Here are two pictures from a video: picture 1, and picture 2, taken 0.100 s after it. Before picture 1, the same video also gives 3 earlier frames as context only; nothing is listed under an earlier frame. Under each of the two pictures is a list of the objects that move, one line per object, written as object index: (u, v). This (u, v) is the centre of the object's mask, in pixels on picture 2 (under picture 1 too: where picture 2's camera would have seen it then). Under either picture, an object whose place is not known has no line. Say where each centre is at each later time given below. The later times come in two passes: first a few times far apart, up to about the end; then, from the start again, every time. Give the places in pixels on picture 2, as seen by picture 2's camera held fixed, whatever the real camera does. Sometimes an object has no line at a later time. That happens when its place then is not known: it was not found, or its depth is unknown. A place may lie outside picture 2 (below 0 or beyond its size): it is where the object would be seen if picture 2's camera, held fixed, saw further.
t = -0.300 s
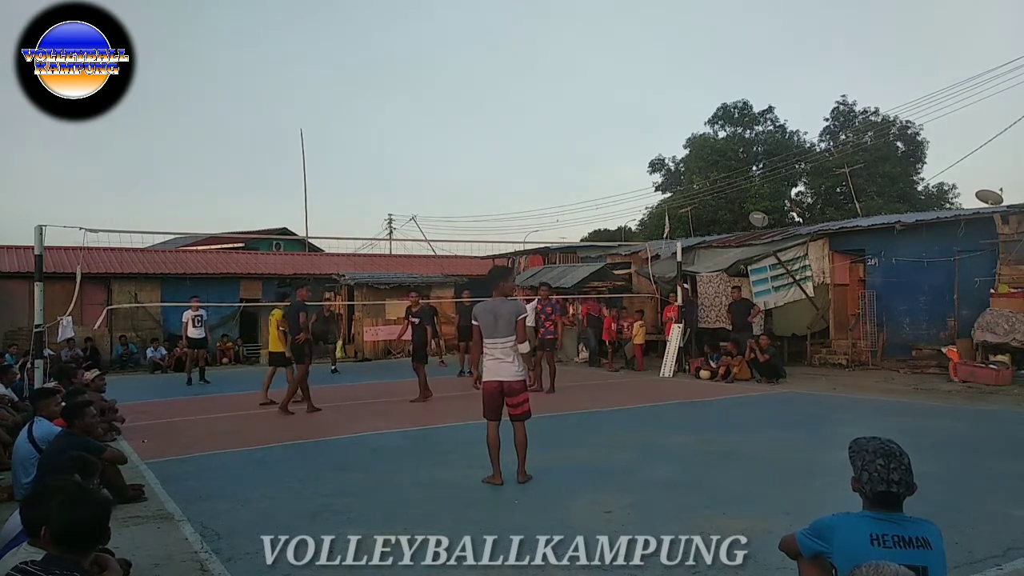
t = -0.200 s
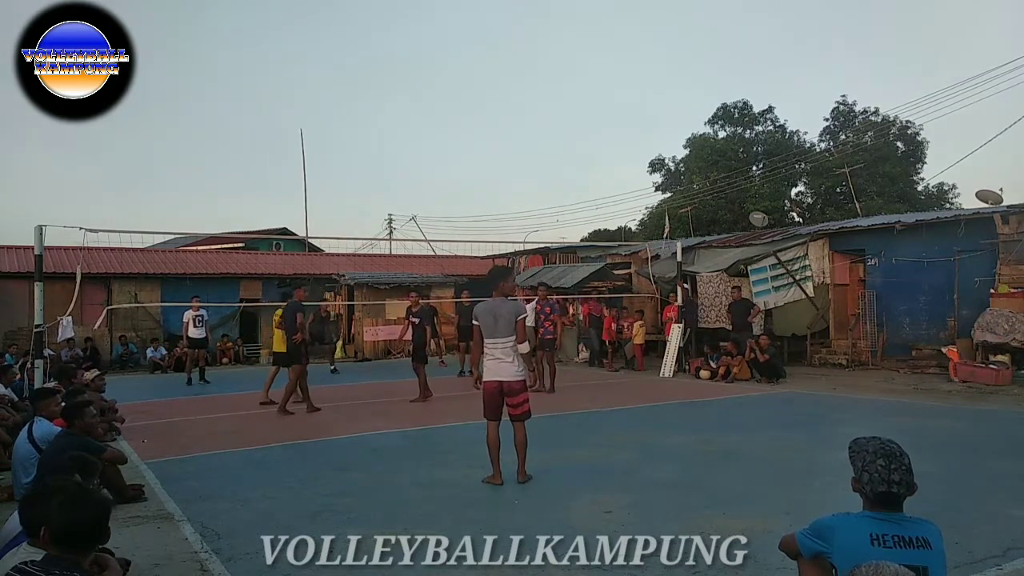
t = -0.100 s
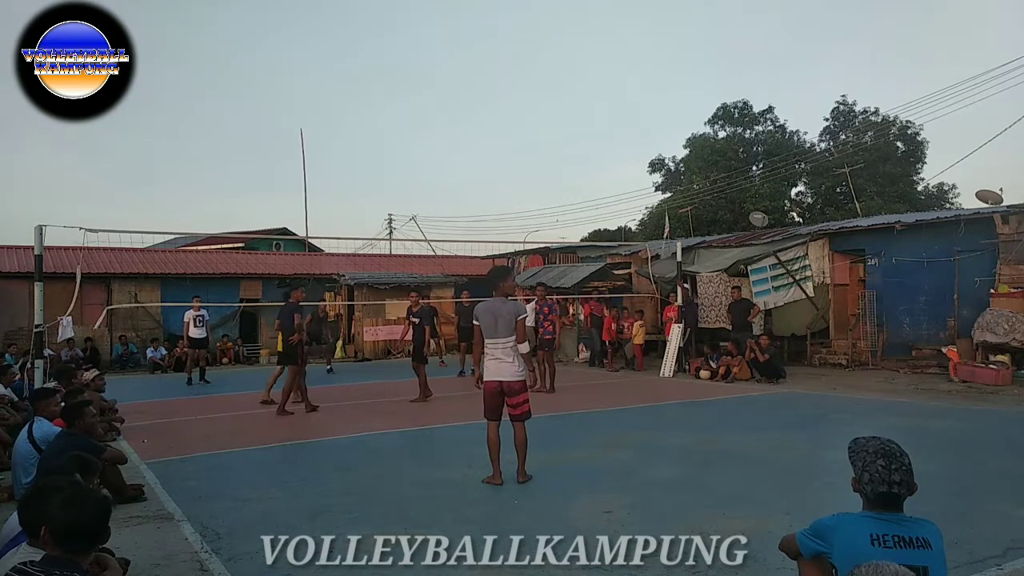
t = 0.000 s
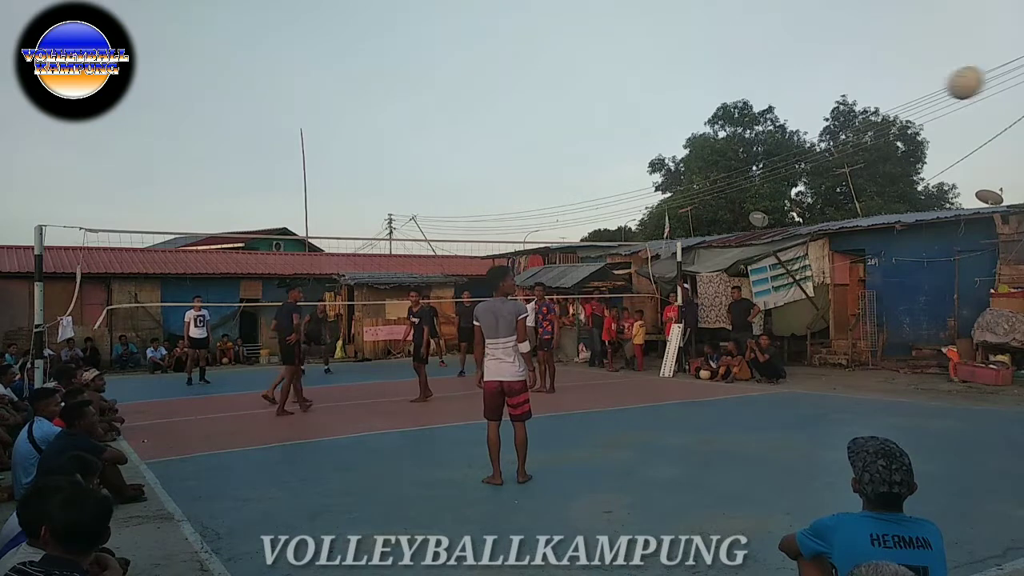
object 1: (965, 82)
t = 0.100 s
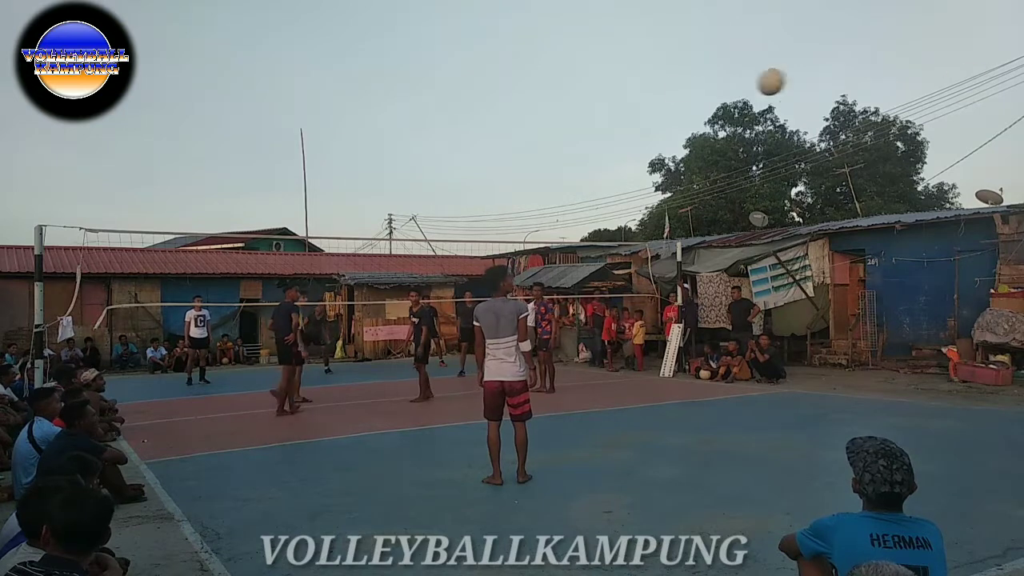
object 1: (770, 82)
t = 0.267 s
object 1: (578, 101)
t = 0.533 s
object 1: (423, 158)
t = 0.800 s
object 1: (339, 231)
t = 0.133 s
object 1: (722, 84)
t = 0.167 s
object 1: (679, 87)
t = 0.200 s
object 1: (642, 91)
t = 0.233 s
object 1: (608, 96)
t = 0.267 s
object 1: (578, 101)
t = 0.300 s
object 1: (552, 106)
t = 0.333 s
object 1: (528, 113)
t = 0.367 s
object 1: (506, 119)
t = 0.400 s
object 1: (486, 127)
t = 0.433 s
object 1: (468, 134)
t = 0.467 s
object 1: (452, 142)
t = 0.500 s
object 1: (437, 150)
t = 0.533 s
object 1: (423, 158)
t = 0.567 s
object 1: (410, 167)
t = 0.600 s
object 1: (398, 176)
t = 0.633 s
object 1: (386, 184)
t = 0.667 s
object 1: (376, 193)
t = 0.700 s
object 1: (366, 203)
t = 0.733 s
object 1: (356, 212)
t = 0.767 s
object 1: (347, 222)
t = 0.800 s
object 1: (339, 231)
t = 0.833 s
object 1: (331, 242)
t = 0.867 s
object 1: (324, 250)
